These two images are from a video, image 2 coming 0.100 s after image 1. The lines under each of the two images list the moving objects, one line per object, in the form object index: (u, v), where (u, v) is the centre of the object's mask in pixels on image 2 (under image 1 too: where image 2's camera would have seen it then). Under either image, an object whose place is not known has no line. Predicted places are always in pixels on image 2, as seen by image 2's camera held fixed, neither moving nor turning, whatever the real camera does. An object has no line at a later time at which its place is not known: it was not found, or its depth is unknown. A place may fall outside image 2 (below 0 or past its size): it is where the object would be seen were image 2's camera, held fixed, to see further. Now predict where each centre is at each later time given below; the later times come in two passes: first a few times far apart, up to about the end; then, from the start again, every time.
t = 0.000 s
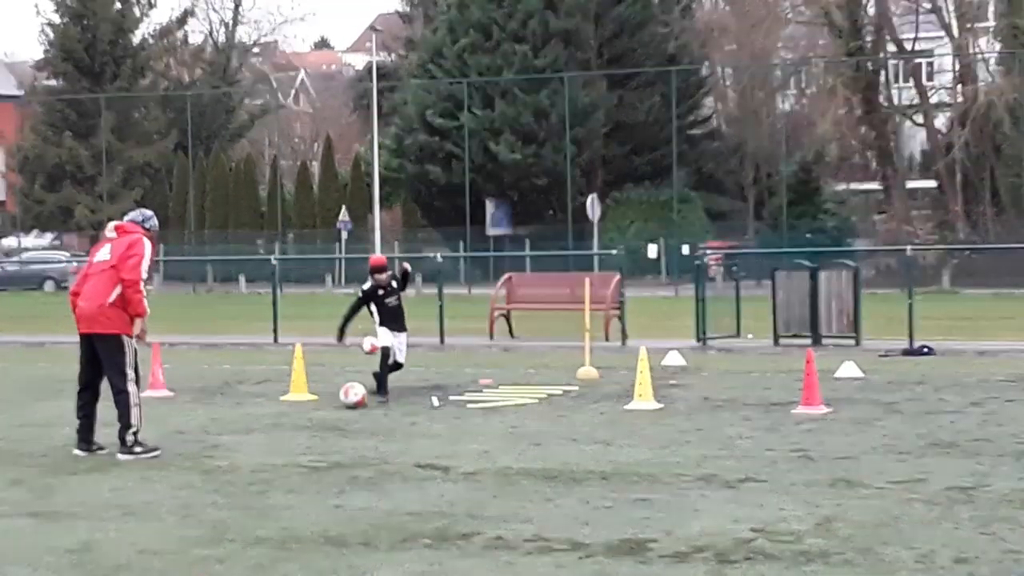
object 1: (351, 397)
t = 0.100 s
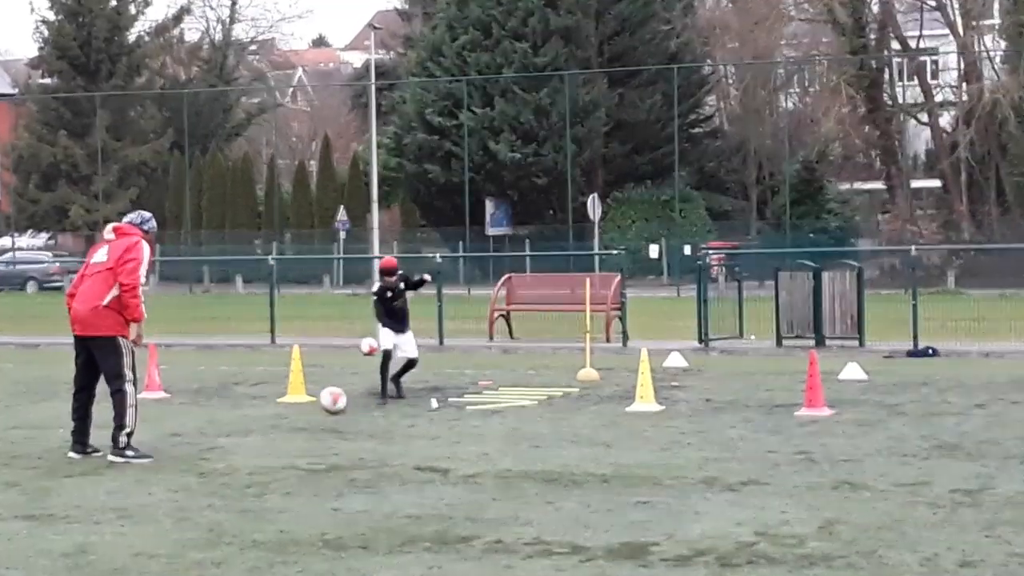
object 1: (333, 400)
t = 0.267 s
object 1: (309, 407)
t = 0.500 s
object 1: (278, 415)
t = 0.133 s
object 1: (327, 402)
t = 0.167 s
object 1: (321, 404)
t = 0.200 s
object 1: (317, 404)
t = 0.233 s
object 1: (313, 405)
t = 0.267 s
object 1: (309, 407)
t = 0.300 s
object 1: (304, 408)
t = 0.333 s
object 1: (299, 408)
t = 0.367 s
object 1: (295, 409)
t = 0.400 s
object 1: (291, 412)
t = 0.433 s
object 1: (286, 412)
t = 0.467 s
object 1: (282, 413)
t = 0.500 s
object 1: (278, 415)
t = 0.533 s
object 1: (274, 416)
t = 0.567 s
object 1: (269, 418)
